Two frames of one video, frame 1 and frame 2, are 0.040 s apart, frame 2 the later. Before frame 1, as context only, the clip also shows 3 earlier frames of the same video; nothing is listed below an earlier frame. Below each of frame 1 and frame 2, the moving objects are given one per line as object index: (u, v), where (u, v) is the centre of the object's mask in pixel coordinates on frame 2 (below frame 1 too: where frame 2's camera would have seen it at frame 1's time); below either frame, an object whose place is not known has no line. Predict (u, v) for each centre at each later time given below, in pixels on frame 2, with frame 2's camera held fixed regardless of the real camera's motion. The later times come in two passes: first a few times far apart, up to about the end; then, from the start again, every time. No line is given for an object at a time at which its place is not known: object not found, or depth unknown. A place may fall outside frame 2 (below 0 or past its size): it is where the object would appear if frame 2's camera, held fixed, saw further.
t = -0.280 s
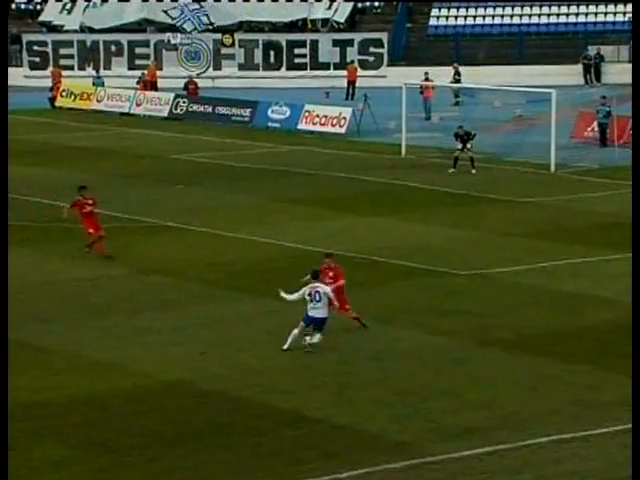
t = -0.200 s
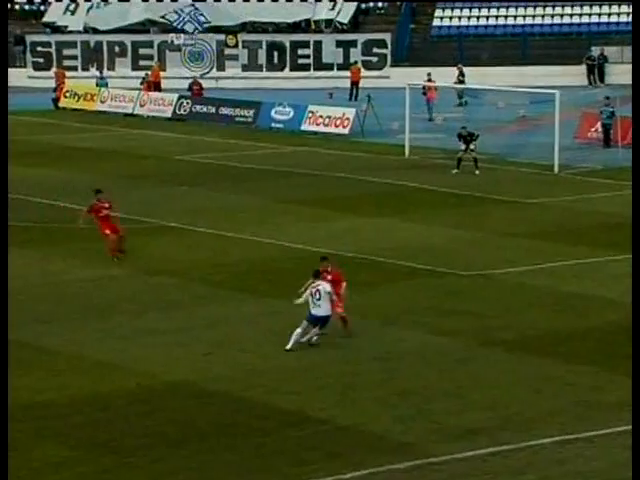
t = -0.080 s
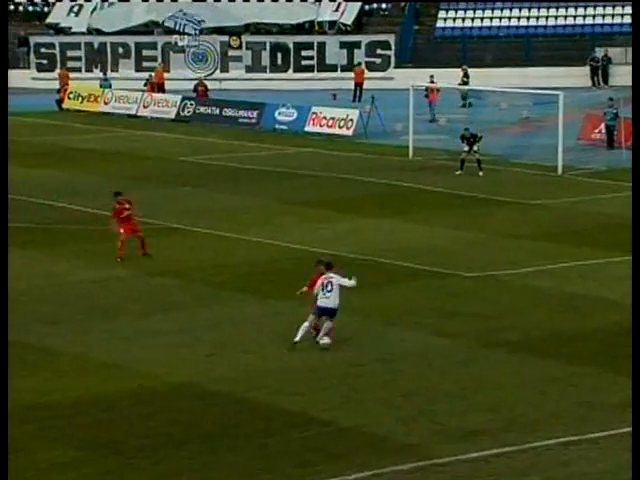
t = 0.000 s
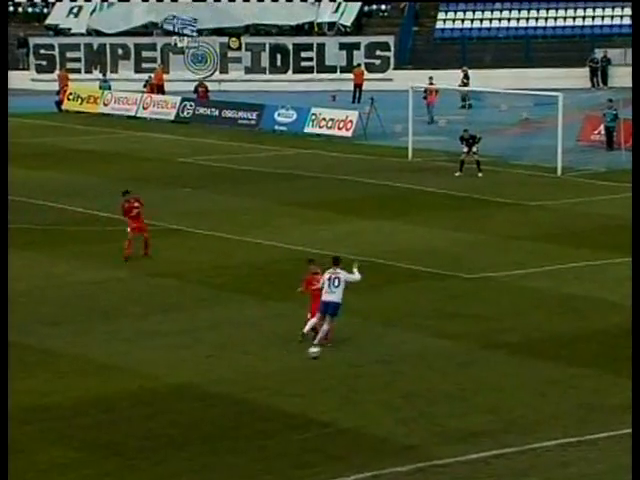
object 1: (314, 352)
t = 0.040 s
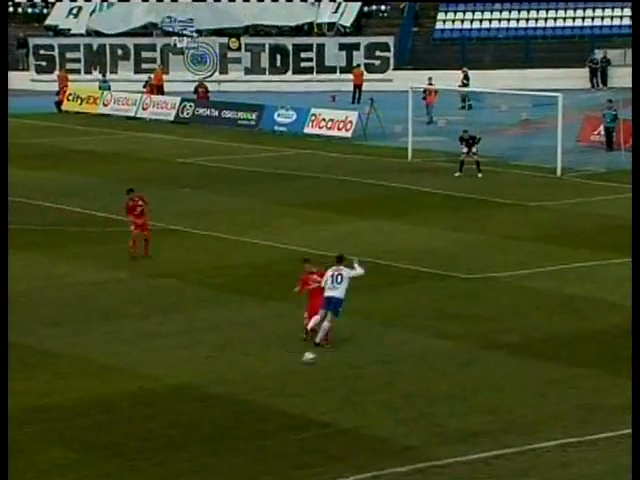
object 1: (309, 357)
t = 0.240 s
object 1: (284, 376)
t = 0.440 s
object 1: (258, 391)
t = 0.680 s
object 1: (229, 410)
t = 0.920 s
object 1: (200, 426)
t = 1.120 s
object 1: (180, 436)
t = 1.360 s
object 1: (161, 448)
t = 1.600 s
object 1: (142, 459)
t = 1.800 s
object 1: (129, 467)
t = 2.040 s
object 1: (111, 478)
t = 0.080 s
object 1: (304, 361)
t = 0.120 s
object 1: (299, 364)
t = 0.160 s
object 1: (294, 367)
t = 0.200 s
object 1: (289, 371)
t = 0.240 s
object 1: (284, 376)
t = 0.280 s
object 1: (279, 379)
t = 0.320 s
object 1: (273, 381)
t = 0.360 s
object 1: (269, 385)
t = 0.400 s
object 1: (263, 389)
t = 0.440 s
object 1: (258, 391)
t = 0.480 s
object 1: (254, 394)
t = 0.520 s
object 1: (249, 396)
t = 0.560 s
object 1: (244, 399)
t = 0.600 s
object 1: (238, 403)
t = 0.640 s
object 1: (234, 408)
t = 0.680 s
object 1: (229, 410)
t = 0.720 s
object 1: (224, 412)
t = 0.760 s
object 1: (218, 415)
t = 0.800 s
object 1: (214, 419)
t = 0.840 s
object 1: (210, 421)
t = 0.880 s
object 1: (204, 423)
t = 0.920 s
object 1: (200, 426)
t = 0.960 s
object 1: (196, 428)
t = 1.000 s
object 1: (191, 430)
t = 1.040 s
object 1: (187, 433)
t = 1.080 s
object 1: (184, 435)
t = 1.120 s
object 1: (180, 436)
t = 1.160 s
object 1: (177, 438)
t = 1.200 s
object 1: (173, 440)
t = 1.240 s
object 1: (170, 443)
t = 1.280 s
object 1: (167, 444)
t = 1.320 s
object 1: (164, 446)
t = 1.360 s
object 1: (161, 448)
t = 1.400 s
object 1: (158, 449)
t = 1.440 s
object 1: (154, 451)
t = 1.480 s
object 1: (151, 453)
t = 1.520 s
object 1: (148, 455)
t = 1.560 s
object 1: (145, 457)
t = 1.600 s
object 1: (142, 459)
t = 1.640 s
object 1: (139, 460)
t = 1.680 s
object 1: (137, 463)
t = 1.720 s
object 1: (134, 465)
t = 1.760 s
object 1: (131, 466)
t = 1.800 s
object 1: (129, 467)
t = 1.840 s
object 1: (126, 469)
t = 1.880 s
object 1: (124, 471)
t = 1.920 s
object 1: (120, 473)
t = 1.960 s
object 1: (118, 474)
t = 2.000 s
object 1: (115, 476)
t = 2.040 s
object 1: (111, 478)
